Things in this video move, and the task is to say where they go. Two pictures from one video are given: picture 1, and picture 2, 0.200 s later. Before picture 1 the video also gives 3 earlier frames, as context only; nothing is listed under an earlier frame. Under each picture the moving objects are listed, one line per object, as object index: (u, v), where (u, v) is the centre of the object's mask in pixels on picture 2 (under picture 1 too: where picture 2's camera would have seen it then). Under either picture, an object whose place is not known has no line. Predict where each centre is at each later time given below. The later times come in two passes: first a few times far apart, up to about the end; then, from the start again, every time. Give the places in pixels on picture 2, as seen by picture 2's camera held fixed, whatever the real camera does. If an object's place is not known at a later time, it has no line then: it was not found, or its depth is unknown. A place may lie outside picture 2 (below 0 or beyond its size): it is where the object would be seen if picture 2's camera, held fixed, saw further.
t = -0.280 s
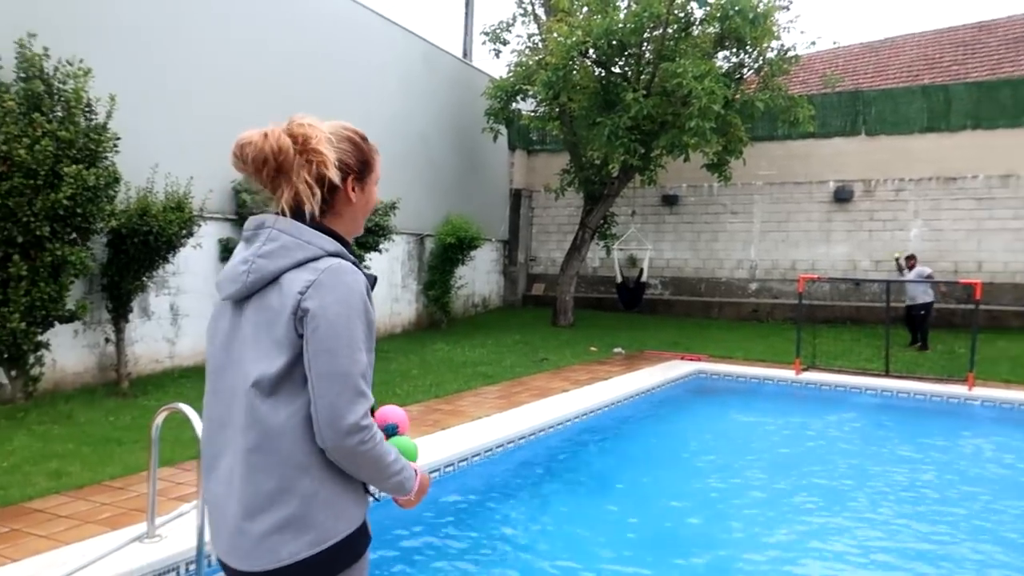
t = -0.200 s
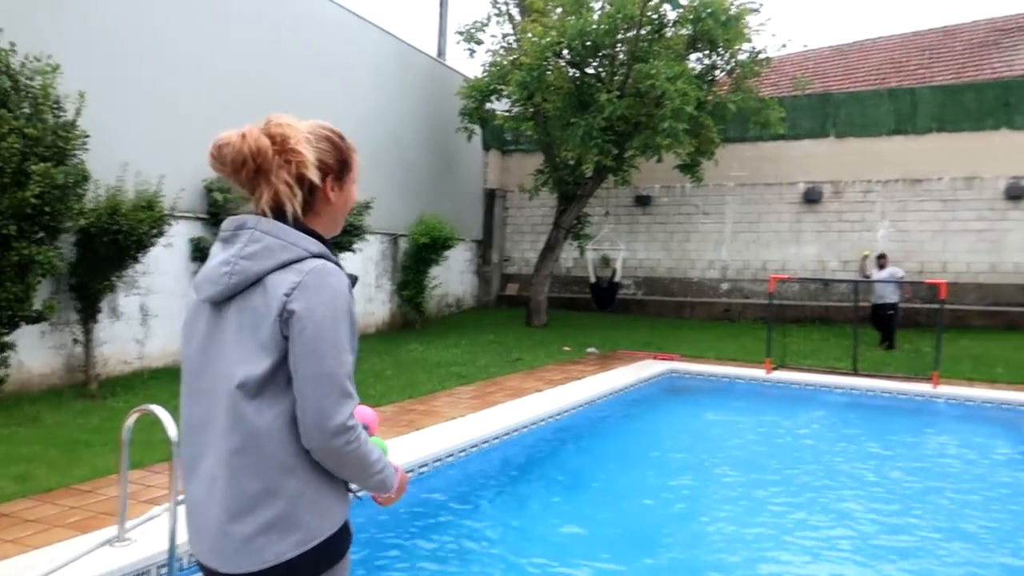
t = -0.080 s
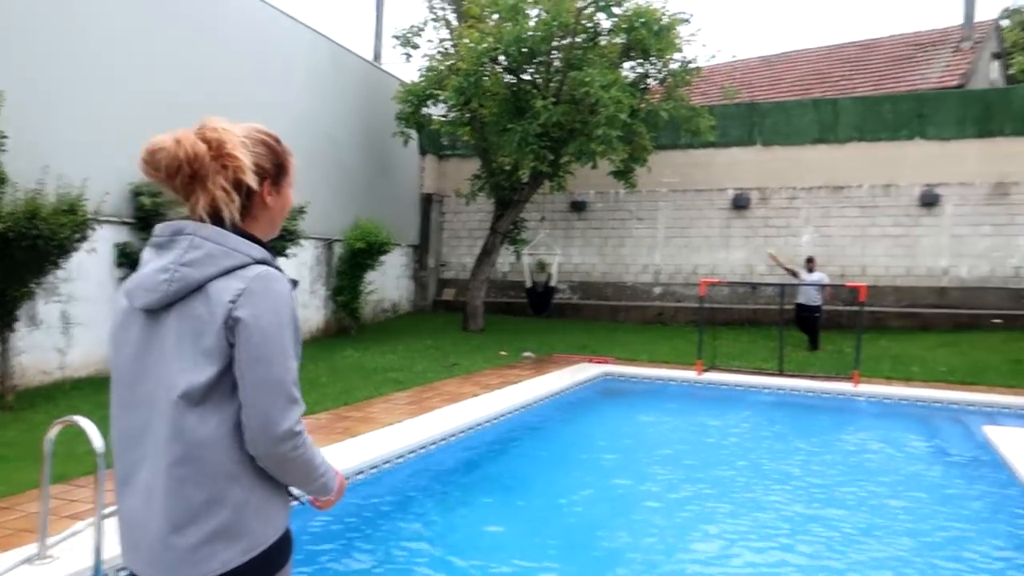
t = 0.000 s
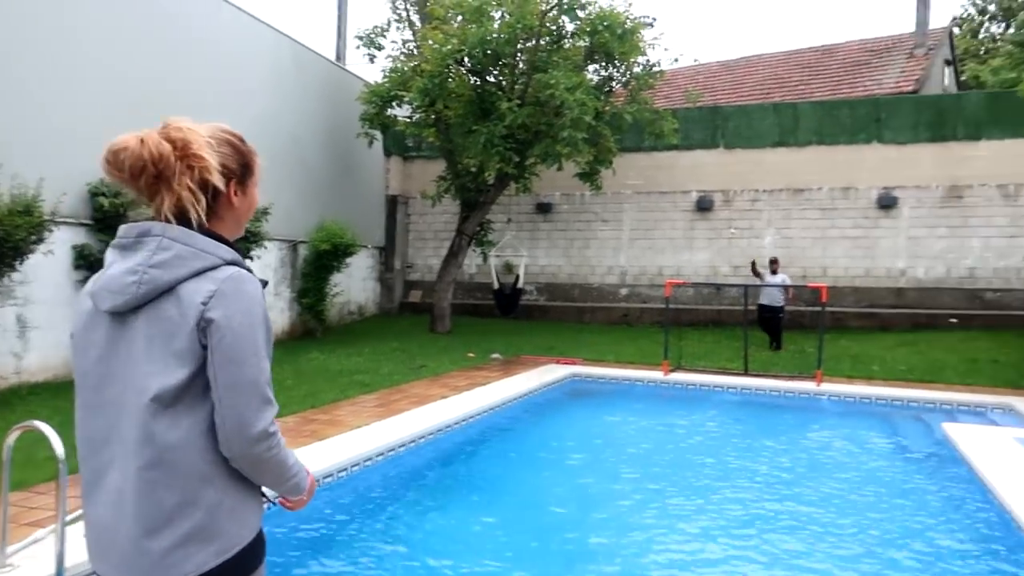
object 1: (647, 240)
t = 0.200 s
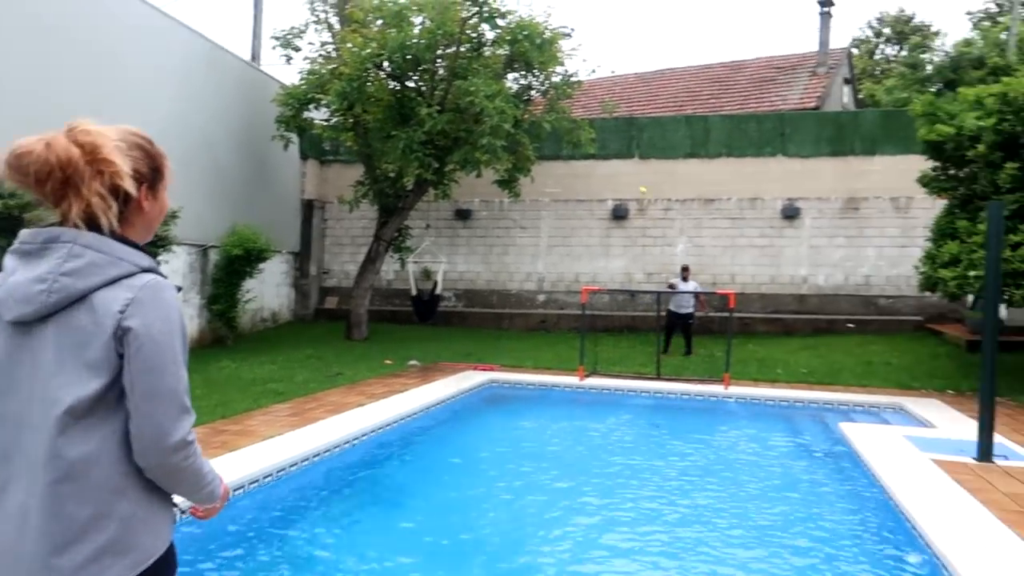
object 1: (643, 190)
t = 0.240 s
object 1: (642, 181)
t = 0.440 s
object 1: (634, 150)
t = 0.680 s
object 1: (616, 153)
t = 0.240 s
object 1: (642, 181)
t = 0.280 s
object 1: (641, 174)
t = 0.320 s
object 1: (639, 166)
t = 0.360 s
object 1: (638, 160)
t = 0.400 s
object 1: (636, 154)
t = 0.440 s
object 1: (634, 150)
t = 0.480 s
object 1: (633, 147)
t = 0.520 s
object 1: (629, 144)
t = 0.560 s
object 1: (627, 143)
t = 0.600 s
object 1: (624, 145)
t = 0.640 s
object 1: (620, 147)
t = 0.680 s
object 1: (616, 153)
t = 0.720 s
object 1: (612, 163)
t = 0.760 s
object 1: (606, 176)
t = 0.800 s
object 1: (601, 196)
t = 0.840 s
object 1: (592, 221)
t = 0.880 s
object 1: (582, 258)
